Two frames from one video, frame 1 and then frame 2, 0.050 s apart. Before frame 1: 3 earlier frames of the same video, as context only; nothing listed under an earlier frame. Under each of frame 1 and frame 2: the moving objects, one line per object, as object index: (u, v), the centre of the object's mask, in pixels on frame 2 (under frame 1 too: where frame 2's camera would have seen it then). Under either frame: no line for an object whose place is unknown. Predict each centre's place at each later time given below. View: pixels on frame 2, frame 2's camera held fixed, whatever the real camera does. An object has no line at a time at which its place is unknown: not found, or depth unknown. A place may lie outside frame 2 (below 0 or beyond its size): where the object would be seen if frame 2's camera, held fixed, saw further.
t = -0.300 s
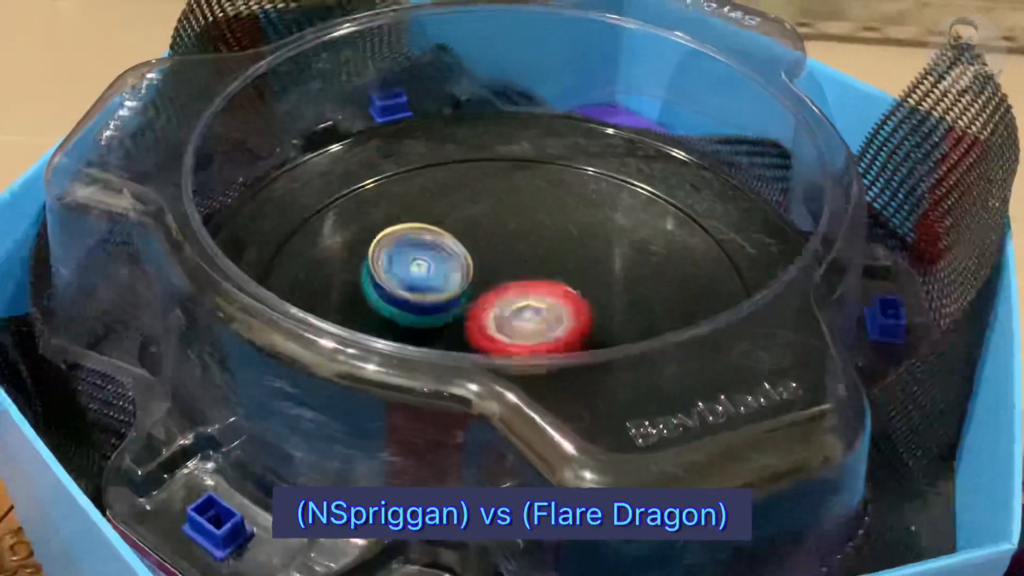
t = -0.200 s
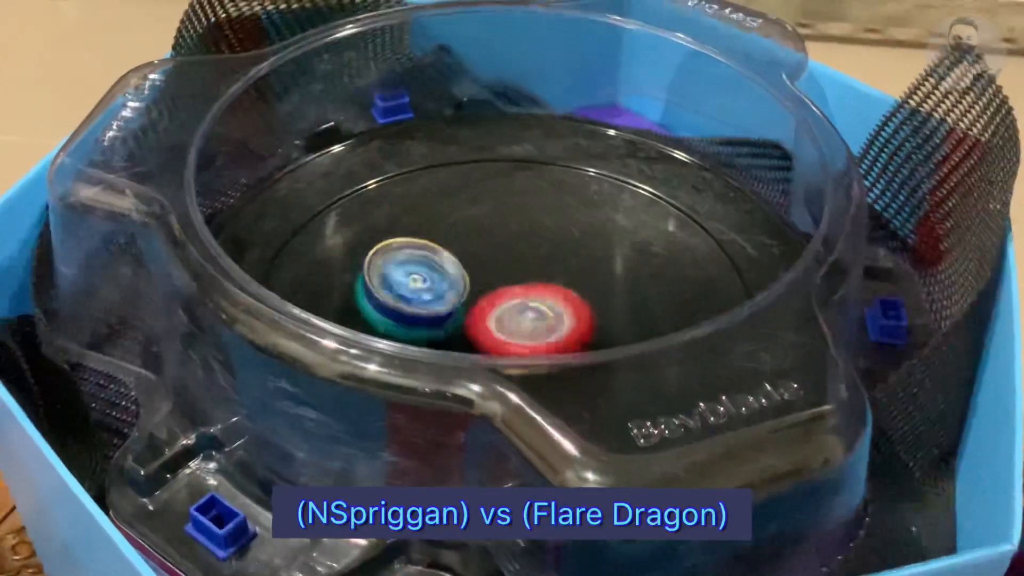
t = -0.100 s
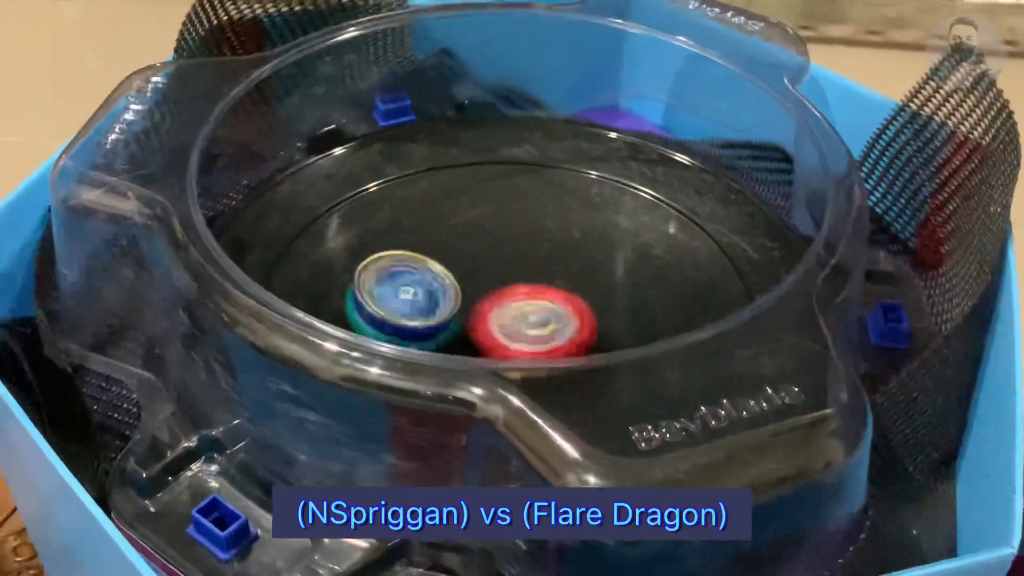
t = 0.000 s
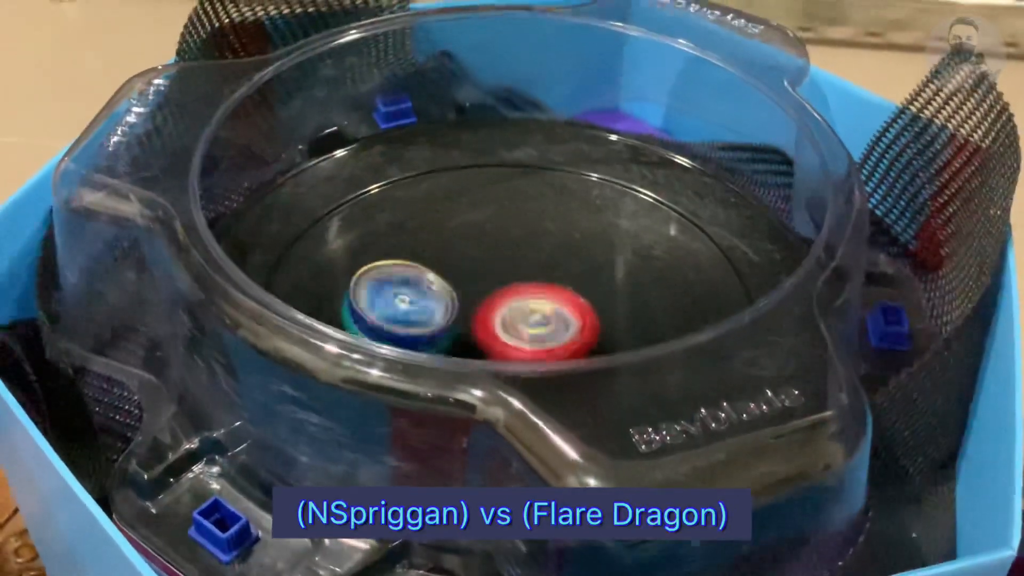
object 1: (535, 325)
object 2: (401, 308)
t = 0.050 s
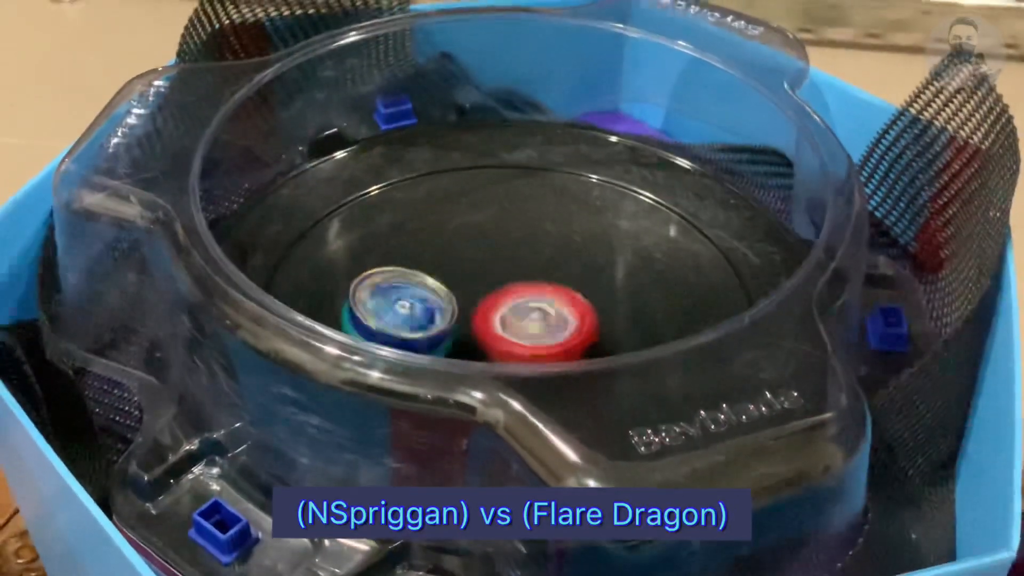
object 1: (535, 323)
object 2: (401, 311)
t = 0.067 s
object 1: (536, 323)
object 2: (402, 312)
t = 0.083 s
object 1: (535, 322)
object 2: (402, 313)
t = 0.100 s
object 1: (534, 322)
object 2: (403, 314)
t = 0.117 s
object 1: (534, 322)
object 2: (404, 315)
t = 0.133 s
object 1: (533, 320)
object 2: (405, 316)
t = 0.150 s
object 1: (532, 320)
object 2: (406, 317)
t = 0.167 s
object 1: (531, 318)
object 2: (407, 318)
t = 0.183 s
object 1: (530, 317)
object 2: (409, 318)
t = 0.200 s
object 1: (530, 316)
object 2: (410, 319)
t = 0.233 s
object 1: (529, 313)
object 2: (412, 321)
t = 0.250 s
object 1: (529, 312)
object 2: (413, 322)
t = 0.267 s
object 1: (529, 310)
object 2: (413, 322)
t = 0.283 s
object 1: (529, 308)
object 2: (415, 323)
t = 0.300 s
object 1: (529, 306)
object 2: (417, 324)
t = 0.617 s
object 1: (516, 266)
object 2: (467, 331)
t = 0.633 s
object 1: (515, 264)
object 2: (470, 332)
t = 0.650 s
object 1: (514, 261)
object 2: (474, 331)
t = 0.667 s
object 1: (512, 260)
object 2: (478, 331)
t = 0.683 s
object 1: (511, 258)
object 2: (482, 332)
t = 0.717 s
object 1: (508, 255)
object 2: (490, 331)
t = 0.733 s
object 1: (506, 254)
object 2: (494, 331)
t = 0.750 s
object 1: (505, 253)
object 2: (498, 331)
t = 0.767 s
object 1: (504, 252)
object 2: (502, 331)
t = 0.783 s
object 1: (502, 250)
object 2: (504, 330)
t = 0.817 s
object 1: (499, 249)
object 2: (513, 329)
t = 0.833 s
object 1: (498, 248)
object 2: (518, 328)
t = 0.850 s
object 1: (497, 248)
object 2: (522, 328)
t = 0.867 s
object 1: (496, 247)
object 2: (525, 327)
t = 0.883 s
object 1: (495, 247)
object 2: (529, 326)
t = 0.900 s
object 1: (494, 247)
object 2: (532, 325)
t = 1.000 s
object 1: (488, 248)
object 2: (553, 318)
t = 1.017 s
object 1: (486, 249)
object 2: (555, 317)
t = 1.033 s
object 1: (486, 250)
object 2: (558, 315)
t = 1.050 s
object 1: (485, 250)
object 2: (564, 316)
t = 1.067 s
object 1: (484, 249)
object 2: (570, 317)
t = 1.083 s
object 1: (482, 249)
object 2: (575, 318)
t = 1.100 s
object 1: (482, 249)
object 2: (578, 318)
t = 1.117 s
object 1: (480, 249)
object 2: (580, 318)
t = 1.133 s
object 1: (480, 250)
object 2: (582, 317)
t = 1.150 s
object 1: (477, 250)
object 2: (583, 316)
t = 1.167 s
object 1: (477, 250)
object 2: (586, 315)
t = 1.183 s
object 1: (475, 251)
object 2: (588, 314)
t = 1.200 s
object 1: (475, 252)
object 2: (590, 313)
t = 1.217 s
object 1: (474, 253)
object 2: (591, 312)
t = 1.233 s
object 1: (474, 254)
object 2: (594, 310)
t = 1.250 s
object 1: (472, 255)
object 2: (595, 309)
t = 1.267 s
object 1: (473, 256)
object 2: (596, 307)
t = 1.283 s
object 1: (472, 258)
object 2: (598, 306)
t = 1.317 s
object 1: (472, 261)
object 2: (600, 303)
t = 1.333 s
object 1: (472, 262)
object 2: (601, 301)
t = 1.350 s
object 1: (472, 264)
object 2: (602, 299)
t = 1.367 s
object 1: (473, 265)
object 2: (601, 298)
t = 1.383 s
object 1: (473, 267)
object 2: (602, 296)
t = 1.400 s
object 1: (474, 269)
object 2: (602, 295)
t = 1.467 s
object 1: (477, 277)
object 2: (600, 288)
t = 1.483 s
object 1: (479, 279)
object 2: (599, 286)
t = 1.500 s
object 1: (480, 281)
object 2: (599, 285)
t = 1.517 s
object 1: (479, 282)
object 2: (601, 283)
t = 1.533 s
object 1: (476, 284)
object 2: (604, 281)
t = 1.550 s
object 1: (476, 286)
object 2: (607, 280)
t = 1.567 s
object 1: (475, 288)
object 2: (608, 279)
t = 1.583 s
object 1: (476, 290)
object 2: (609, 278)
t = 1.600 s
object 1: (476, 292)
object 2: (609, 277)
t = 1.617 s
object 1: (477, 294)
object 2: (608, 277)
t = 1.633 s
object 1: (476, 296)
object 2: (608, 276)
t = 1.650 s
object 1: (477, 298)
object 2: (606, 275)
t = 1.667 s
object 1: (477, 300)
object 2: (606, 274)
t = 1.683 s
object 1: (479, 303)
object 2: (605, 272)
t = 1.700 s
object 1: (478, 305)
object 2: (604, 272)
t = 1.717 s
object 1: (481, 307)
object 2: (603, 271)
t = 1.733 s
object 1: (481, 308)
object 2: (602, 270)
